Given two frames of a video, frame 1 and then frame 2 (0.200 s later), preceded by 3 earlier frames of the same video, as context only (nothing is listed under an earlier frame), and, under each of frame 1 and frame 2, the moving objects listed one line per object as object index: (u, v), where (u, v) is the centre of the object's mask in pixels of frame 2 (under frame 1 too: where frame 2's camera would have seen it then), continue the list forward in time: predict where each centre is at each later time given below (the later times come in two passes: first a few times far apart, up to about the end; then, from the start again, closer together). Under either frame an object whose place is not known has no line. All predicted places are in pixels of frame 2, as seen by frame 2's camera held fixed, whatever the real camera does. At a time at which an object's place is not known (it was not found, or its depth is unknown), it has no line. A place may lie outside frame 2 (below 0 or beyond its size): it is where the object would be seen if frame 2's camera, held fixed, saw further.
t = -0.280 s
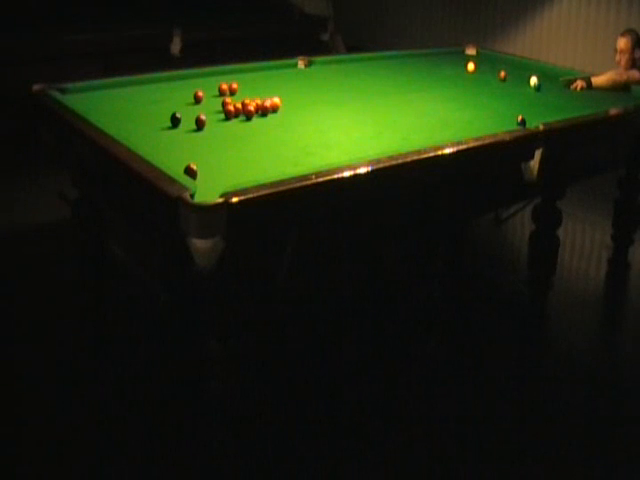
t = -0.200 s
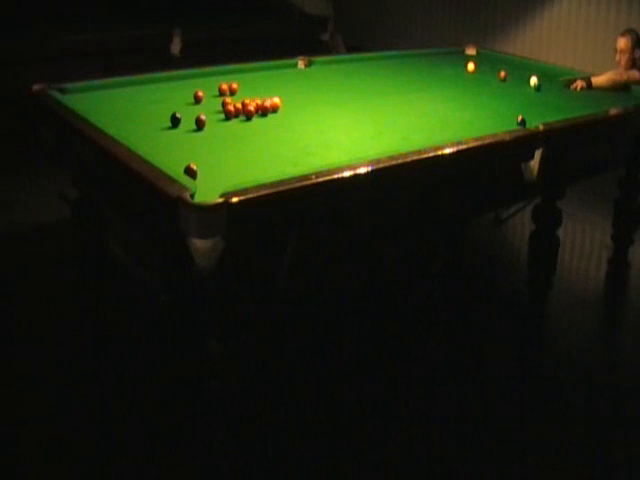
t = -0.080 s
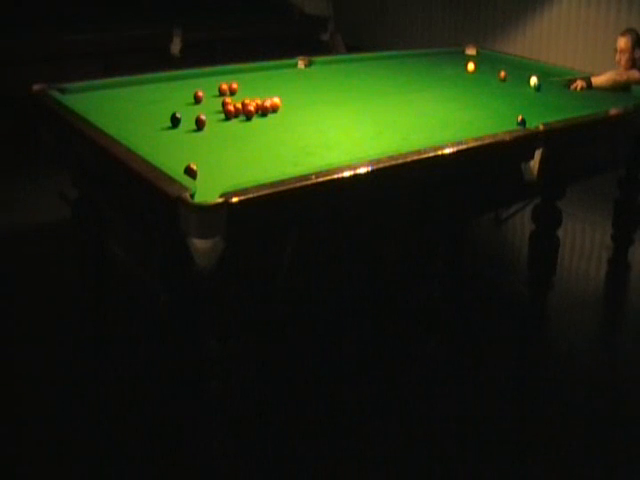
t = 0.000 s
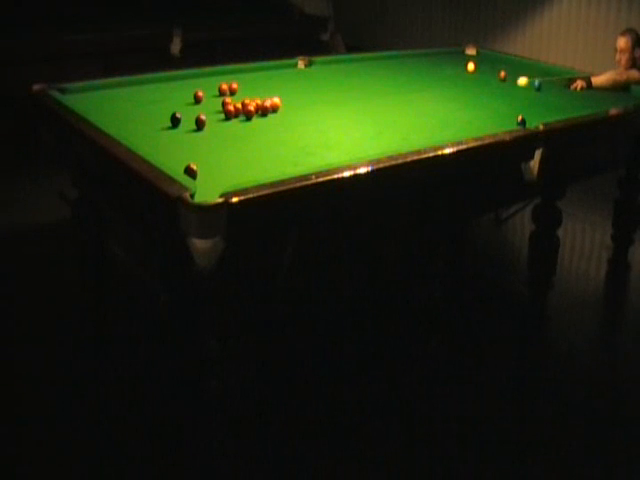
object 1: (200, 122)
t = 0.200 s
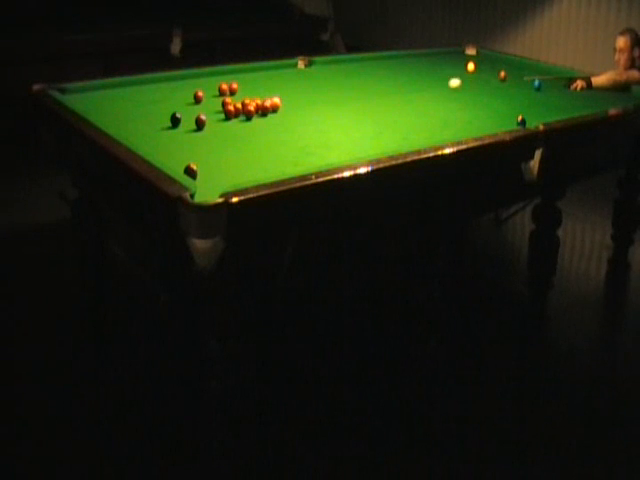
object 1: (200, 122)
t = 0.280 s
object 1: (200, 122)
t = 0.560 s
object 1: (200, 122)
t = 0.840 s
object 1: (200, 122)
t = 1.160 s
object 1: (200, 122)
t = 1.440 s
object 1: (200, 122)
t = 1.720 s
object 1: (219, 119)
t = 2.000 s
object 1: (247, 116)
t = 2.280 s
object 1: (267, 116)
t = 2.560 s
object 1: (286, 116)
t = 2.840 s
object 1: (302, 116)
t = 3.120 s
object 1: (316, 117)
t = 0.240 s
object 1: (200, 122)
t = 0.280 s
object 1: (200, 122)
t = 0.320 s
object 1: (200, 122)
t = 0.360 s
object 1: (200, 122)
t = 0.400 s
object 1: (200, 122)
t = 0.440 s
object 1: (200, 122)
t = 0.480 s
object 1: (200, 122)
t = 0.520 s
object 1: (200, 122)
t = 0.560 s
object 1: (200, 122)
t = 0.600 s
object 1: (200, 122)
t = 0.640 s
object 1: (200, 122)
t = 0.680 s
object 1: (200, 122)
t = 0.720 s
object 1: (200, 122)
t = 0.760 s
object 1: (200, 122)
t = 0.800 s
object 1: (200, 122)
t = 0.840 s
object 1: (200, 122)
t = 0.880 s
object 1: (200, 122)
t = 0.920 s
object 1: (200, 122)
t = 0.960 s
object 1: (200, 122)
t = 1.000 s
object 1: (200, 122)
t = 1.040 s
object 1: (200, 122)
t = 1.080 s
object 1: (200, 122)
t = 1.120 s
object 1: (200, 122)
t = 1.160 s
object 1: (200, 122)
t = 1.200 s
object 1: (200, 122)
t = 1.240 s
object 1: (200, 122)
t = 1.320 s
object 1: (200, 122)
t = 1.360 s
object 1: (200, 122)
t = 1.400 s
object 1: (200, 122)
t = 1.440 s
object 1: (200, 122)
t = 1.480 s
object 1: (200, 122)
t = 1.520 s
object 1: (200, 122)
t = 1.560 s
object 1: (200, 122)
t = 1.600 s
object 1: (203, 121)
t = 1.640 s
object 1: (209, 121)
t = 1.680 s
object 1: (214, 120)
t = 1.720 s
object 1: (219, 119)
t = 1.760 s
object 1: (223, 119)
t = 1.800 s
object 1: (228, 118)
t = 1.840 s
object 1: (232, 117)
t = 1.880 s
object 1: (236, 117)
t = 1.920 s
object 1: (239, 116)
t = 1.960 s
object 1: (244, 115)
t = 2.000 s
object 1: (247, 116)
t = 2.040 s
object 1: (250, 116)
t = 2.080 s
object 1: (253, 116)
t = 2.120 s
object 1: (256, 116)
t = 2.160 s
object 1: (259, 115)
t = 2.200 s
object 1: (262, 115)
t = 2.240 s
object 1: (264, 115)
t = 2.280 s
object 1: (267, 116)
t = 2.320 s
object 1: (270, 116)
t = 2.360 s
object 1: (273, 116)
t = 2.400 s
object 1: (275, 116)
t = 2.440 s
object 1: (278, 116)
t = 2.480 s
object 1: (280, 116)
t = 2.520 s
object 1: (283, 116)
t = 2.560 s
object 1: (286, 116)
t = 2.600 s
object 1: (288, 116)
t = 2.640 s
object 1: (290, 116)
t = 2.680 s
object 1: (293, 116)
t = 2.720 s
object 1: (295, 116)
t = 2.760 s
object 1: (297, 116)
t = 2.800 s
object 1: (300, 116)
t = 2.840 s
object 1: (302, 116)
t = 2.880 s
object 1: (304, 117)
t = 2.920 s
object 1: (306, 117)
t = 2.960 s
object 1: (308, 117)
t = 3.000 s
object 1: (310, 117)
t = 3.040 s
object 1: (312, 117)
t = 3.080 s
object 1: (314, 117)
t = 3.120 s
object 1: (316, 117)
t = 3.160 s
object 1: (318, 117)
